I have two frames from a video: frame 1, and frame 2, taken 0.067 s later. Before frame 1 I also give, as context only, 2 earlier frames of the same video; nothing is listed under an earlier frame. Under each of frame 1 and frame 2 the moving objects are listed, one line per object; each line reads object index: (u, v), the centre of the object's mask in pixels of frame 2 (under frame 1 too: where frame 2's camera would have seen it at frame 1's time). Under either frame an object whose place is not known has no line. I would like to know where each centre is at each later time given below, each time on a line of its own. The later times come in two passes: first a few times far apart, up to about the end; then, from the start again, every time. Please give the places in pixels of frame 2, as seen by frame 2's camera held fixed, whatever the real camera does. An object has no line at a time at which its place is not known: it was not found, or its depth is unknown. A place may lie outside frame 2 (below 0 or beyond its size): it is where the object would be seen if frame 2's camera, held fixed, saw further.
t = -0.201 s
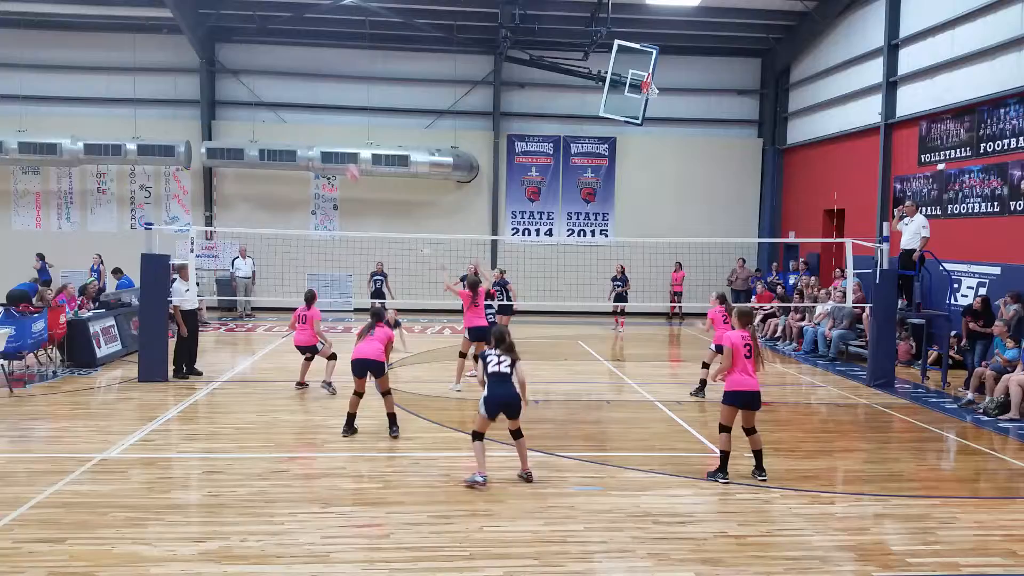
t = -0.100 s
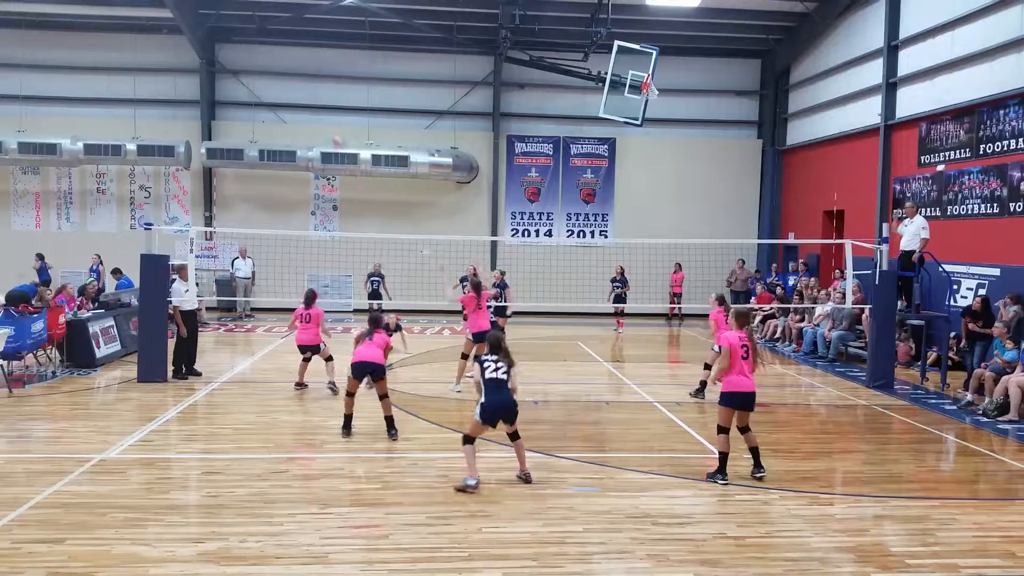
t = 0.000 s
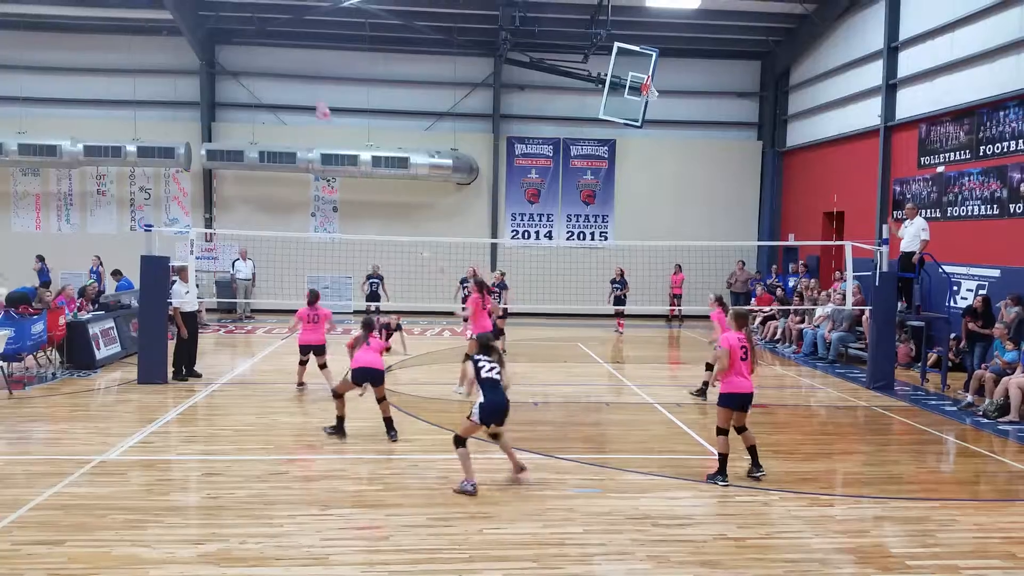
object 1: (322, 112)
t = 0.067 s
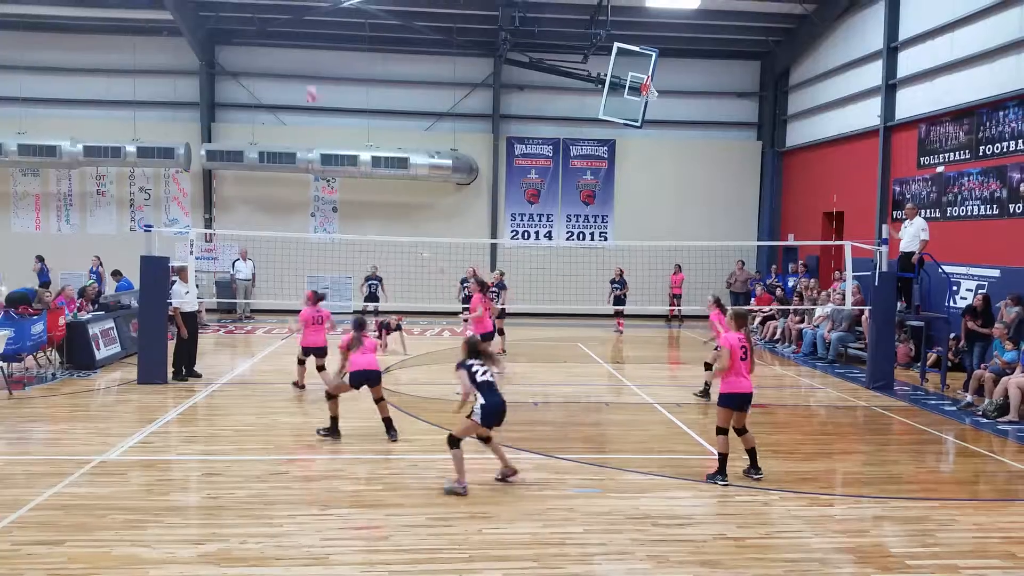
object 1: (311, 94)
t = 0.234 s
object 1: (280, 60)
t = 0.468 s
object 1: (224, 39)
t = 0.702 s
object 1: (150, 66)
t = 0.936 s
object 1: (55, 173)
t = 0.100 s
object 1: (306, 87)
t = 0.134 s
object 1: (299, 77)
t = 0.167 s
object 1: (293, 72)
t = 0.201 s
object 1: (285, 65)
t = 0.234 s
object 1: (280, 60)
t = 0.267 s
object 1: (272, 55)
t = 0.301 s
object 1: (264, 49)
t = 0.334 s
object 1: (257, 46)
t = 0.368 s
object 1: (249, 43)
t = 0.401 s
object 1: (241, 41)
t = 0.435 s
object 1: (233, 40)
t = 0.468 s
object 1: (224, 39)
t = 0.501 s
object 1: (214, 40)
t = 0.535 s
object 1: (205, 41)
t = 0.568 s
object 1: (195, 44)
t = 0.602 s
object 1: (185, 48)
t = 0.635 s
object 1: (174, 52)
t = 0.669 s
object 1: (162, 60)
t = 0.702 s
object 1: (150, 66)
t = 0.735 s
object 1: (140, 76)
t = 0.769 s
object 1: (126, 86)
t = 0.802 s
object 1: (110, 101)
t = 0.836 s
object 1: (98, 116)
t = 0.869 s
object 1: (85, 133)
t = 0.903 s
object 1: (65, 156)
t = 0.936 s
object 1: (55, 173)
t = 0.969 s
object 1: (38, 197)
